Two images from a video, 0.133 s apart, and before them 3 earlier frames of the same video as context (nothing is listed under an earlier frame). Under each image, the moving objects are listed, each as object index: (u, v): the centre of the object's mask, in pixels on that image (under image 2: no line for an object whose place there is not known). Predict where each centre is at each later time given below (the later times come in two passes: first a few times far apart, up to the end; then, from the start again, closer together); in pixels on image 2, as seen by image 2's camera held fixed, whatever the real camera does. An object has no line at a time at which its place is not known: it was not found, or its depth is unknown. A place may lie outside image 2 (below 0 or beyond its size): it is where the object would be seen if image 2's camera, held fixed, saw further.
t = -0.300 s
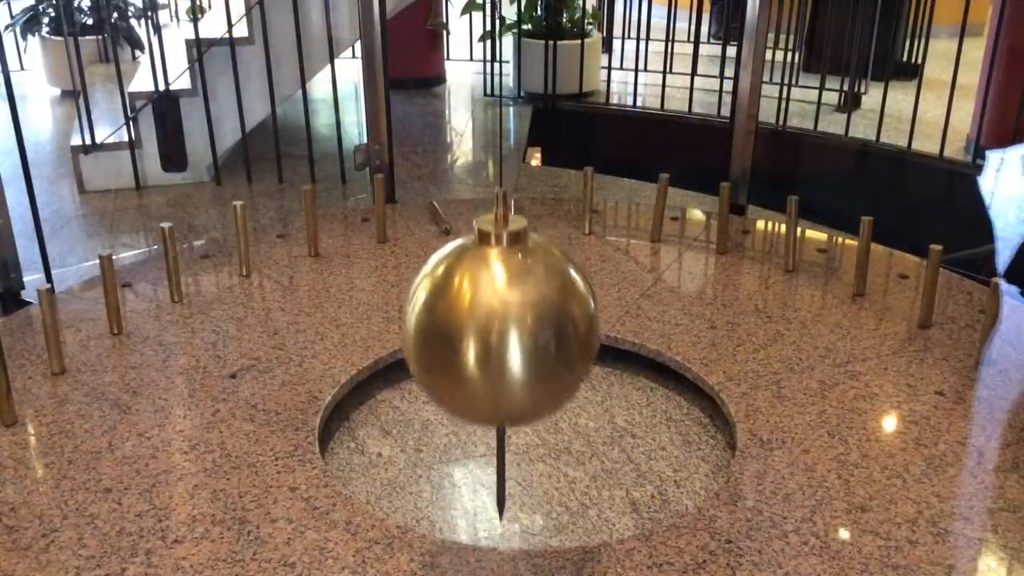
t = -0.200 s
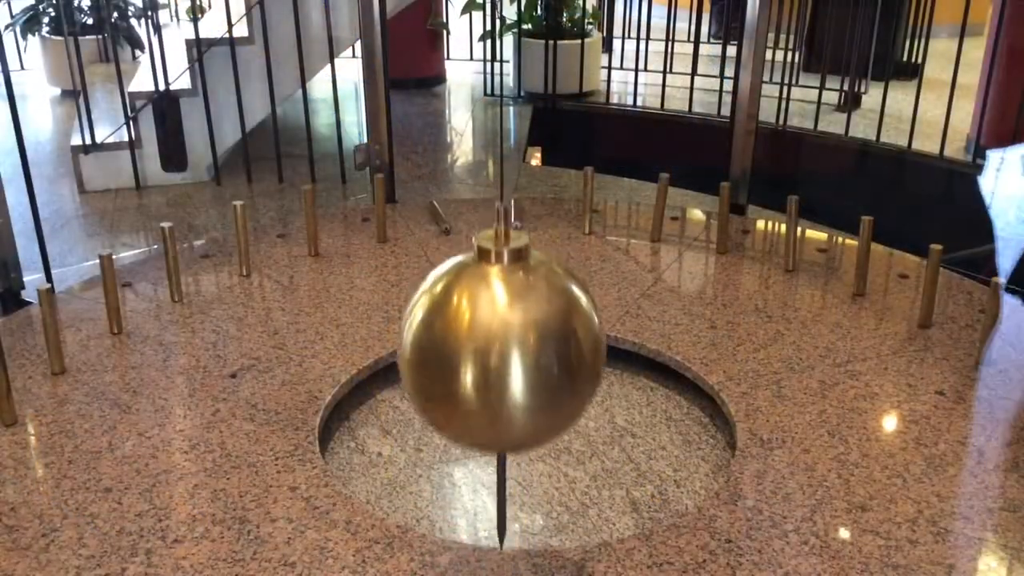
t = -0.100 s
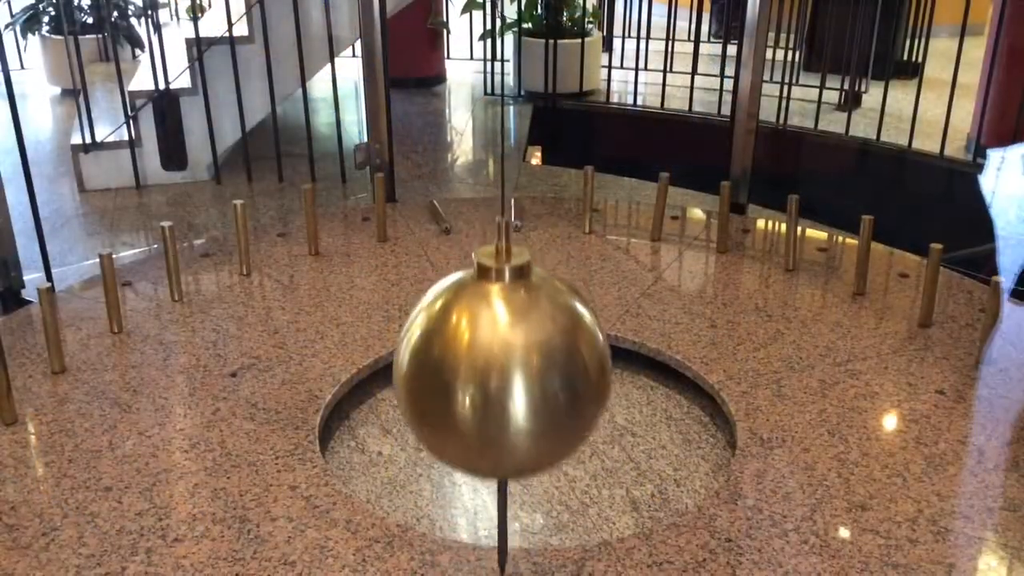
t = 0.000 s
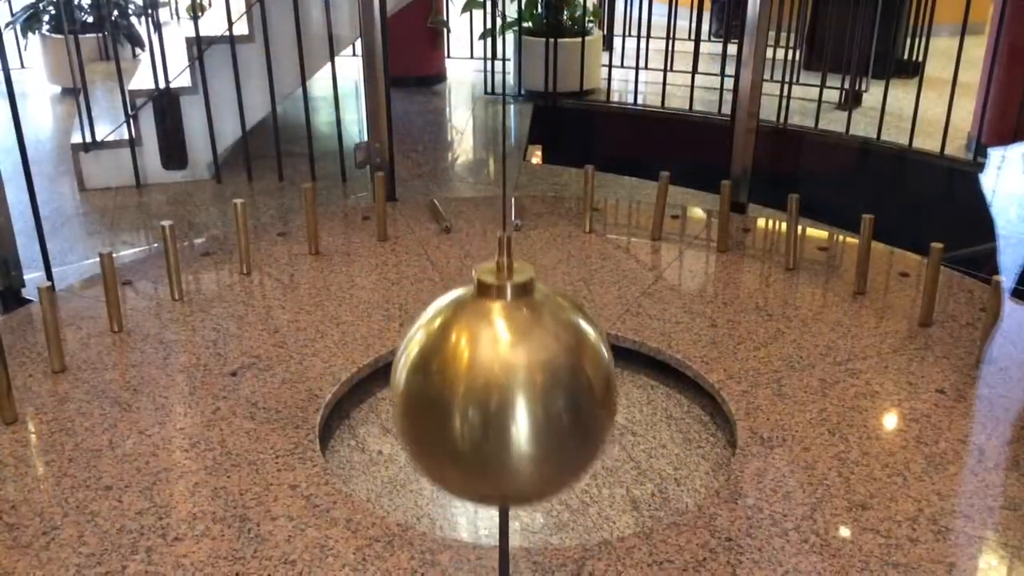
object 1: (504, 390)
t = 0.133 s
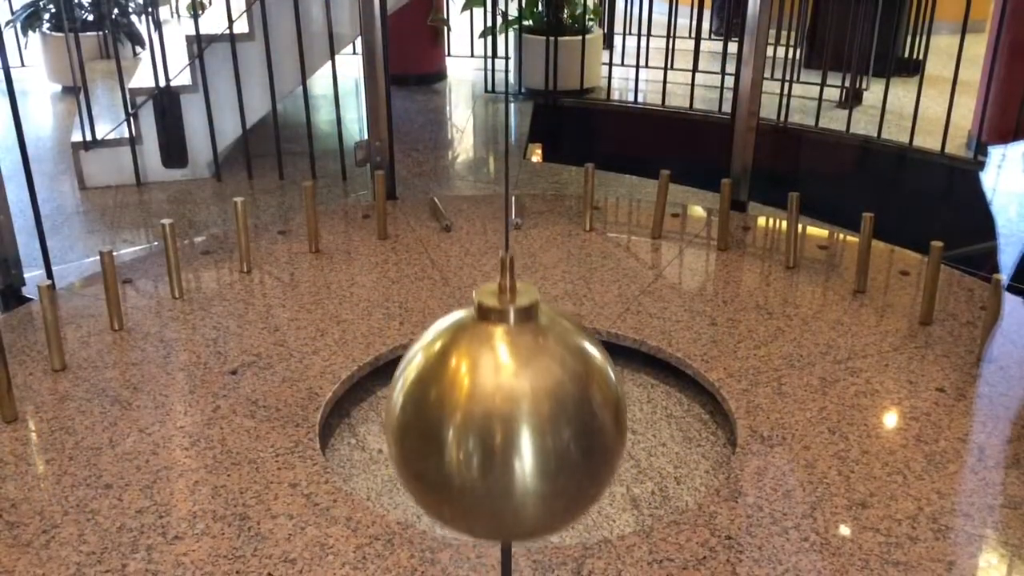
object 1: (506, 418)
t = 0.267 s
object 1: (509, 445)
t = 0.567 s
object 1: (519, 478)
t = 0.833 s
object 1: (532, 496)
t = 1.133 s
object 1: (548, 496)
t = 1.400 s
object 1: (561, 482)
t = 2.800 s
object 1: (567, 224)
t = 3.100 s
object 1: (561, 180)
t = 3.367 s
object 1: (557, 149)
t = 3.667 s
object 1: (551, 121)
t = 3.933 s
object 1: (546, 102)
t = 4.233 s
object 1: (541, 87)
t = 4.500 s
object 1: (536, 78)
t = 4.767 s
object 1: (531, 76)
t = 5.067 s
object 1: (526, 78)
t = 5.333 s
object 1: (521, 89)
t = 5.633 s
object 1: (516, 108)
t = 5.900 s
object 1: (512, 127)
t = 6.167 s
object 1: (509, 154)
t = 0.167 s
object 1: (506, 425)
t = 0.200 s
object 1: (507, 433)
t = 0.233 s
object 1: (508, 439)
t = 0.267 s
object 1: (509, 445)
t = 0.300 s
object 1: (510, 451)
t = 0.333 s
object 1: (511, 456)
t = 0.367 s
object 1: (512, 460)
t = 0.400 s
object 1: (514, 463)
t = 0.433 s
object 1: (515, 467)
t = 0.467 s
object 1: (516, 471)
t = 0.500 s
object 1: (517, 473)
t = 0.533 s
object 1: (518, 476)
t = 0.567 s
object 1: (519, 478)
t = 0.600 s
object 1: (521, 481)
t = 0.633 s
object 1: (524, 483)
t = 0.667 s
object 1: (525, 486)
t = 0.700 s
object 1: (526, 488)
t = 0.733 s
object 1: (527, 491)
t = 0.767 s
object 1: (529, 493)
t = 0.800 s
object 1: (531, 495)
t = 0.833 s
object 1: (532, 496)
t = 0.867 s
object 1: (534, 497)
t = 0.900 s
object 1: (536, 497)
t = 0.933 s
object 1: (537, 498)
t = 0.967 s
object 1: (539, 497)
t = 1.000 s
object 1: (541, 497)
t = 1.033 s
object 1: (542, 497)
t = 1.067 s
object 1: (544, 497)
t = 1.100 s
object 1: (545, 496)
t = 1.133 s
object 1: (548, 496)
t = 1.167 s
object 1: (550, 494)
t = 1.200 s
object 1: (551, 493)
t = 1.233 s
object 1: (552, 491)
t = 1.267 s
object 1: (554, 490)
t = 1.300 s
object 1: (556, 489)
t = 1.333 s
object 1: (557, 487)
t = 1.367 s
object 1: (559, 485)
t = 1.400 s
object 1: (561, 482)
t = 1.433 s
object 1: (562, 480)
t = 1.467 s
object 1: (564, 478)
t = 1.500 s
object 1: (565, 474)
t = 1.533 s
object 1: (566, 470)
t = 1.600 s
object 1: (567, 462)
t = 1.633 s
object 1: (567, 456)
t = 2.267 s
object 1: (572, 322)
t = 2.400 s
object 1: (570, 295)
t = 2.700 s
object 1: (568, 239)
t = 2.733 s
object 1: (567, 234)
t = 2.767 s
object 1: (567, 228)
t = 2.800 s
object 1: (567, 224)
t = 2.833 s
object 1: (566, 218)
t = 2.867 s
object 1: (565, 213)
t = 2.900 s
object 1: (564, 208)
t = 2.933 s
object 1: (564, 202)
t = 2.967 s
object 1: (564, 197)
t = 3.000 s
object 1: (563, 193)
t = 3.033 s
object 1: (562, 188)
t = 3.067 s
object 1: (561, 184)
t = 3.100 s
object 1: (561, 180)
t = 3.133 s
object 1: (561, 175)
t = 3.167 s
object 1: (560, 172)
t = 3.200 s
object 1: (559, 168)
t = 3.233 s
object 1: (558, 163)
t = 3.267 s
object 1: (557, 160)
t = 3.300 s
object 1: (557, 156)
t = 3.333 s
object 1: (557, 152)
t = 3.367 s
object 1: (557, 149)
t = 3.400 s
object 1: (556, 145)
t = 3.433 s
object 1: (556, 142)
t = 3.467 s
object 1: (555, 139)
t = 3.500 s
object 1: (555, 135)
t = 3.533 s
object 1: (554, 132)
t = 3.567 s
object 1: (553, 129)
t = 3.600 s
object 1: (552, 126)
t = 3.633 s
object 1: (552, 123)
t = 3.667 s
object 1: (551, 121)
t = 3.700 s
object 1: (550, 118)
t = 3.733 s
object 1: (549, 116)
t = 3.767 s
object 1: (549, 113)
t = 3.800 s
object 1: (548, 111)
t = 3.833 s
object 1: (548, 108)
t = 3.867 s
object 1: (547, 106)
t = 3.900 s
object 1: (547, 105)
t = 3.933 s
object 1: (546, 102)
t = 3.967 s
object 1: (545, 100)
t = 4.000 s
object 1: (545, 98)
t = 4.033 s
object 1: (544, 96)
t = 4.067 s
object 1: (543, 94)
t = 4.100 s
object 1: (543, 92)
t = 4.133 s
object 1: (542, 90)
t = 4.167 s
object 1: (541, 89)
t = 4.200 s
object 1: (541, 88)
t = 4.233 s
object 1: (541, 87)
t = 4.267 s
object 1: (540, 83)
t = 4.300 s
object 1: (539, 83)
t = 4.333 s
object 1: (539, 83)
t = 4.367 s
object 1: (538, 80)
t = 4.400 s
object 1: (538, 81)
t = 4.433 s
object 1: (537, 78)
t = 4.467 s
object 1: (536, 79)
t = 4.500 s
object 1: (536, 78)
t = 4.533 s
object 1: (535, 78)
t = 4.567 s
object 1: (535, 78)
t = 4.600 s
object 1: (534, 77)
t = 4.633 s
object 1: (534, 77)
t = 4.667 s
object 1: (533, 75)
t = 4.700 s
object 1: (532, 76)
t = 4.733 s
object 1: (532, 77)
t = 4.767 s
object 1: (531, 76)
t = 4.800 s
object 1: (531, 76)
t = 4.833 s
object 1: (530, 74)
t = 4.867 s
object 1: (530, 74)
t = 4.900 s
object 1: (529, 77)
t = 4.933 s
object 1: (528, 77)
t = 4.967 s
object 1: (528, 78)
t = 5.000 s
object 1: (527, 76)
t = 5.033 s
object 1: (527, 76)
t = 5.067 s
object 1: (526, 78)
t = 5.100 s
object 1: (525, 82)
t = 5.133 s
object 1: (525, 83)
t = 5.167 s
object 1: (524, 84)
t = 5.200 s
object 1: (524, 85)
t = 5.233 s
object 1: (523, 86)
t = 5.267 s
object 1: (522, 88)
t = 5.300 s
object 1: (522, 89)
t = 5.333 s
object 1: (521, 89)
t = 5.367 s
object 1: (521, 91)
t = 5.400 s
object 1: (520, 93)
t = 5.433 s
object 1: (520, 94)
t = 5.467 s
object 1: (519, 96)
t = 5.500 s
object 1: (519, 97)
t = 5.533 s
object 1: (518, 99)
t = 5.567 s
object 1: (517, 103)
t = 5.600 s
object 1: (517, 105)
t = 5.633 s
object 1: (516, 108)
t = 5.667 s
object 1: (516, 110)
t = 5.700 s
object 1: (515, 109)
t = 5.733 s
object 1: (515, 114)
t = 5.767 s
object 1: (515, 117)
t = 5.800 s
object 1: (514, 119)
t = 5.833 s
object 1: (513, 122)
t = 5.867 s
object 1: (513, 124)
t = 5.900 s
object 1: (512, 127)
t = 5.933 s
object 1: (512, 131)
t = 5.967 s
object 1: (512, 134)
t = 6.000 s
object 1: (511, 137)
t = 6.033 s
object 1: (511, 140)
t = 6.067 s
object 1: (510, 143)
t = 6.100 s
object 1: (510, 147)
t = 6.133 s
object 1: (510, 150)
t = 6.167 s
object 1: (509, 154)
